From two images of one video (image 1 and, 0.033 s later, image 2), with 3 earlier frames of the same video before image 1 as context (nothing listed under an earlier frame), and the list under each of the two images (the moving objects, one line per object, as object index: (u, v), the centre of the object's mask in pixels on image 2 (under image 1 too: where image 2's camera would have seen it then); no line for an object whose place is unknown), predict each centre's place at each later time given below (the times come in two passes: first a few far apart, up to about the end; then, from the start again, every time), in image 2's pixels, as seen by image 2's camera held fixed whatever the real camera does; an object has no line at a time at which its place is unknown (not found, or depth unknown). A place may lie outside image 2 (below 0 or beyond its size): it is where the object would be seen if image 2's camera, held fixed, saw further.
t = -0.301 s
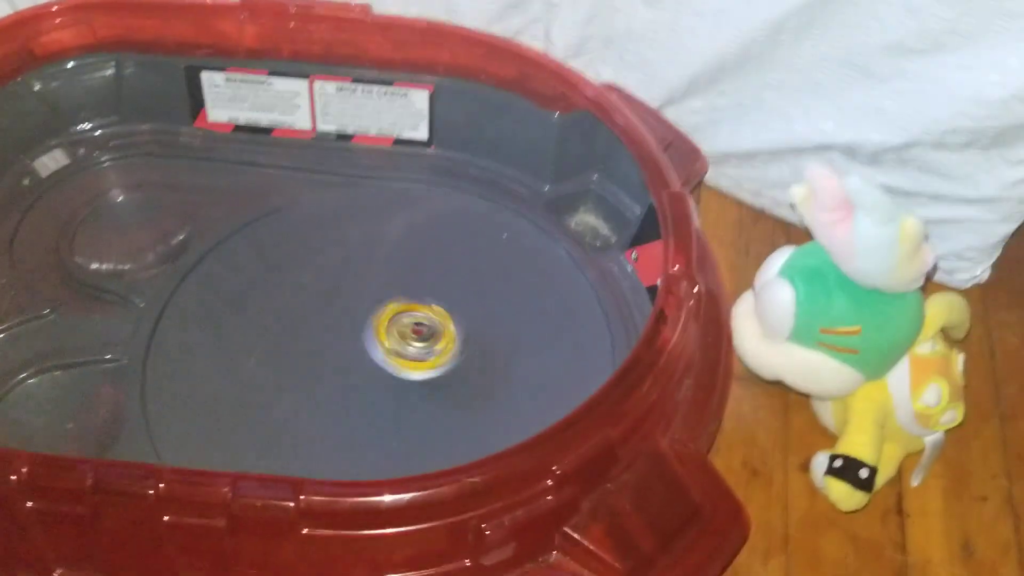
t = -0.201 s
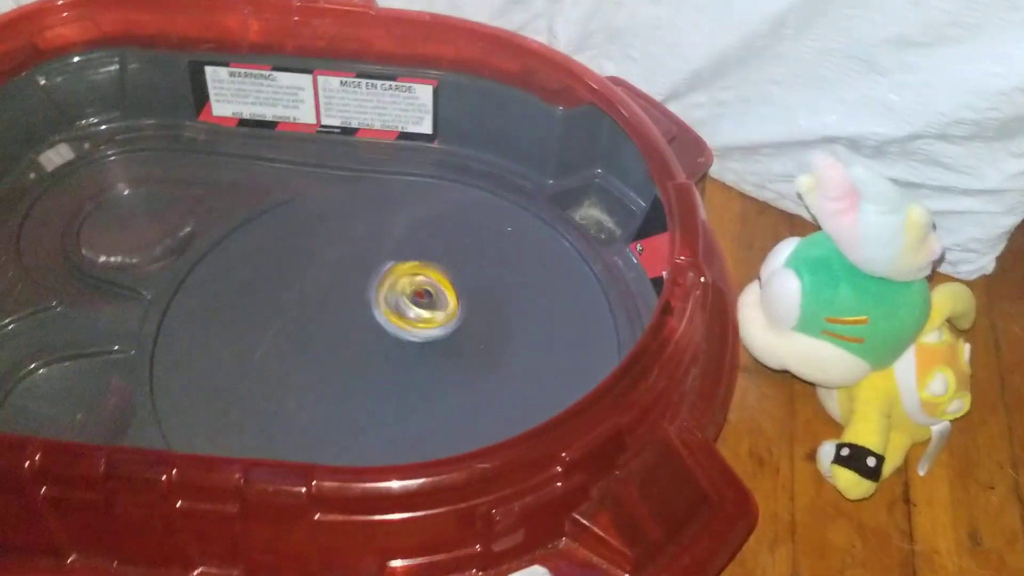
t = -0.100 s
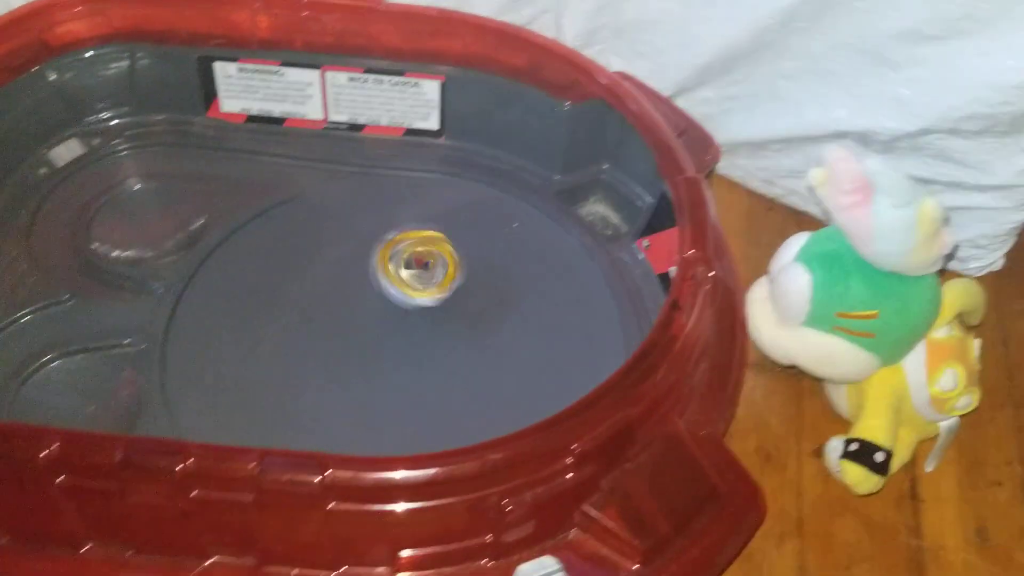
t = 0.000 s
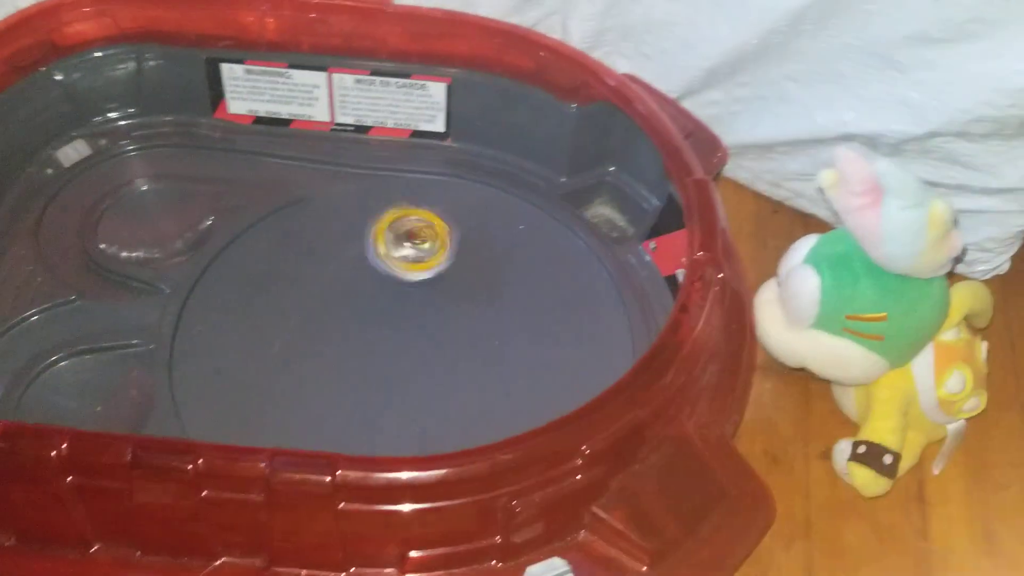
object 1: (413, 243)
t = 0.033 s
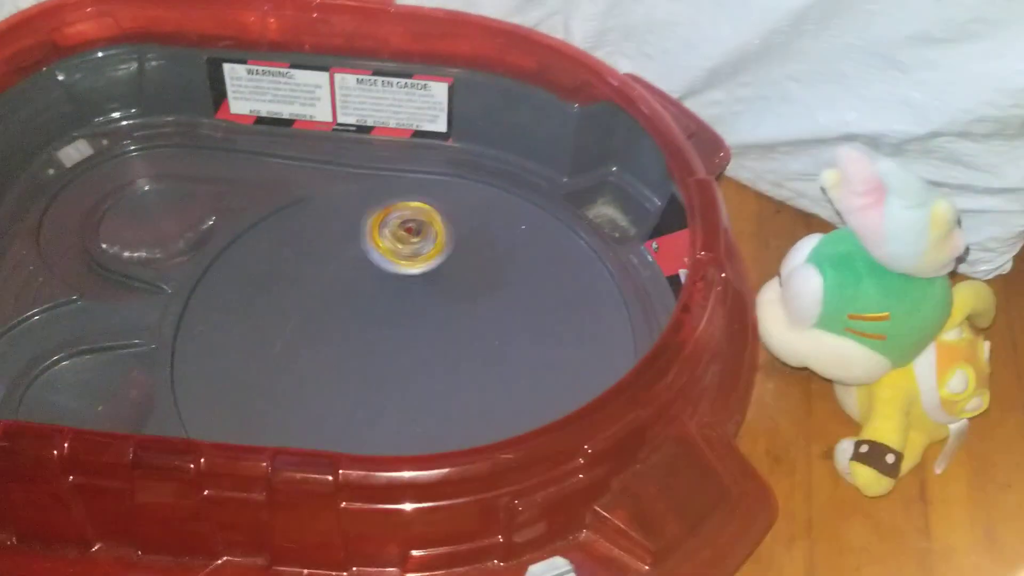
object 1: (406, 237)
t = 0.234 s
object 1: (366, 249)
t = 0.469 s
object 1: (375, 318)
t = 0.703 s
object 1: (399, 382)
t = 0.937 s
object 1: (448, 395)
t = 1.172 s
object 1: (436, 336)
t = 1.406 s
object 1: (401, 281)
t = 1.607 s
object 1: (364, 252)
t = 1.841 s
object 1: (353, 280)
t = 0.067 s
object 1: (399, 232)
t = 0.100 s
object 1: (392, 232)
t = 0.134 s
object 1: (385, 232)
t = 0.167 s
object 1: (376, 236)
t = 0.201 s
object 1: (371, 241)
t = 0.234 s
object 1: (366, 249)
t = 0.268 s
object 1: (364, 258)
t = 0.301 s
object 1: (364, 269)
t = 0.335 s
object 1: (364, 279)
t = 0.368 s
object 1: (368, 289)
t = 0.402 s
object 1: (370, 298)
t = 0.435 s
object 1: (373, 308)
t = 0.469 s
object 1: (375, 318)
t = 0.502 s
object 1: (378, 325)
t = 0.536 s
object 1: (381, 335)
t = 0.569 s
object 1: (384, 346)
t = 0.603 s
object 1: (387, 353)
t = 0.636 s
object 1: (390, 363)
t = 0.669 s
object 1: (394, 373)
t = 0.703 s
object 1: (399, 382)
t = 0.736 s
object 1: (404, 390)
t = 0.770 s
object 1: (414, 397)
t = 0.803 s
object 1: (420, 400)
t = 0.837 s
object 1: (429, 401)
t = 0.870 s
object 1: (438, 401)
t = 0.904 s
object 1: (443, 399)
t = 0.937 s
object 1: (448, 395)
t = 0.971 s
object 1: (454, 388)
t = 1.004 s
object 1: (454, 379)
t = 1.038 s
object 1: (452, 369)
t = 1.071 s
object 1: (451, 360)
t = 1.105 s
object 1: (445, 353)
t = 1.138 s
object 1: (440, 344)
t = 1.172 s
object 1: (436, 336)
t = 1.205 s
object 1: (431, 329)
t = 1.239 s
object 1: (426, 321)
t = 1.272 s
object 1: (420, 311)
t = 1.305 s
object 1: (417, 305)
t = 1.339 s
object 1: (411, 297)
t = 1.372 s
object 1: (407, 290)
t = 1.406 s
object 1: (401, 281)
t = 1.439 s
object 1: (396, 274)
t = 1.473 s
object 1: (391, 268)
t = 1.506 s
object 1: (385, 262)
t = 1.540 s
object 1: (378, 257)
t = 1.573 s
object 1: (371, 255)
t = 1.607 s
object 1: (364, 252)
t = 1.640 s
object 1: (362, 253)
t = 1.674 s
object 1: (356, 255)
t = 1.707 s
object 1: (352, 256)
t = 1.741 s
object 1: (353, 261)
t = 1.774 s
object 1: (350, 266)
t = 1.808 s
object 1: (350, 272)
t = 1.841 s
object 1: (353, 280)
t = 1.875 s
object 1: (358, 287)
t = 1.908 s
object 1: (363, 294)
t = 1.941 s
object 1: (370, 300)
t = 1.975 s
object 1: (378, 308)
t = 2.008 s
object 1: (384, 313)
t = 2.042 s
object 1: (391, 317)
